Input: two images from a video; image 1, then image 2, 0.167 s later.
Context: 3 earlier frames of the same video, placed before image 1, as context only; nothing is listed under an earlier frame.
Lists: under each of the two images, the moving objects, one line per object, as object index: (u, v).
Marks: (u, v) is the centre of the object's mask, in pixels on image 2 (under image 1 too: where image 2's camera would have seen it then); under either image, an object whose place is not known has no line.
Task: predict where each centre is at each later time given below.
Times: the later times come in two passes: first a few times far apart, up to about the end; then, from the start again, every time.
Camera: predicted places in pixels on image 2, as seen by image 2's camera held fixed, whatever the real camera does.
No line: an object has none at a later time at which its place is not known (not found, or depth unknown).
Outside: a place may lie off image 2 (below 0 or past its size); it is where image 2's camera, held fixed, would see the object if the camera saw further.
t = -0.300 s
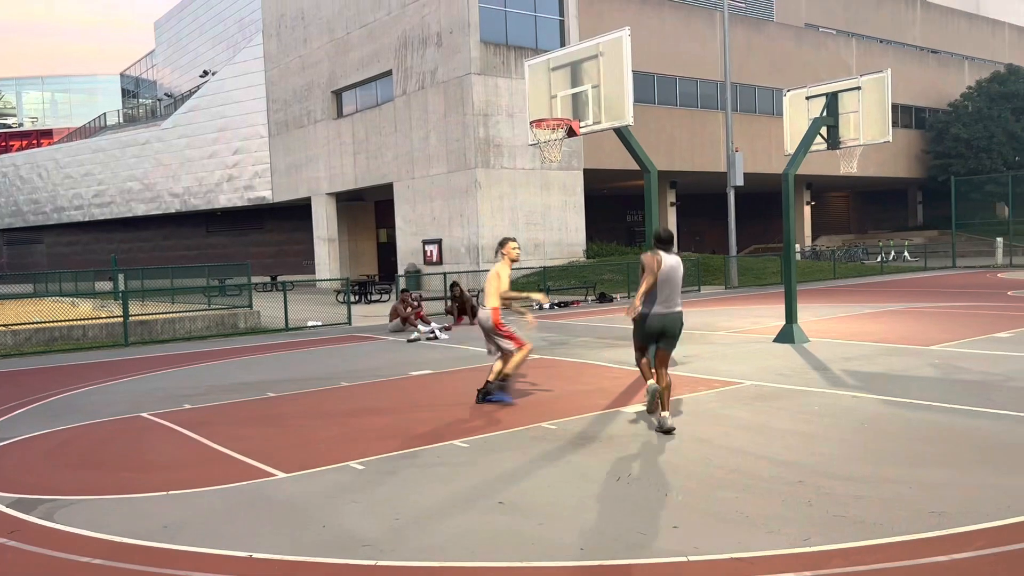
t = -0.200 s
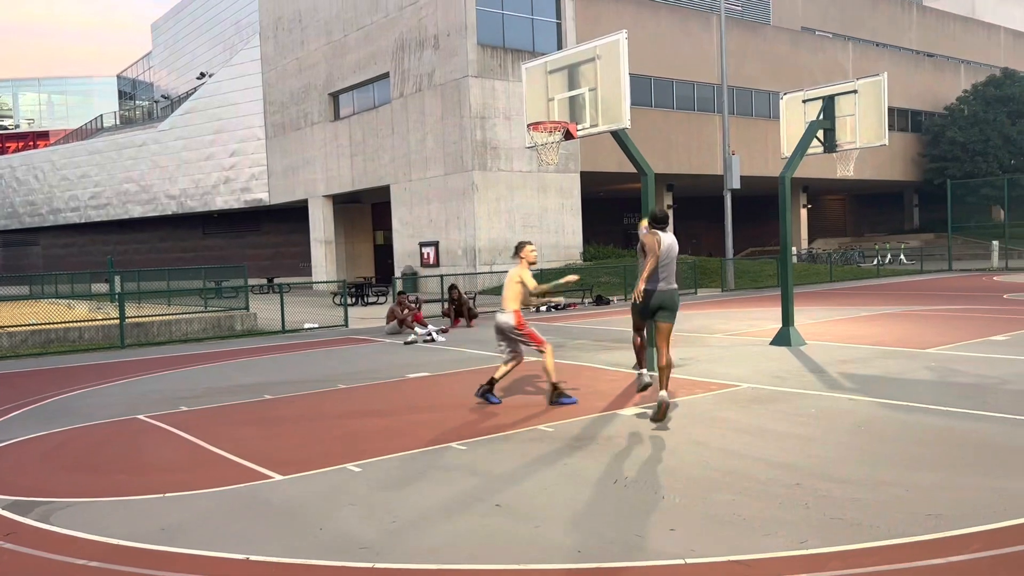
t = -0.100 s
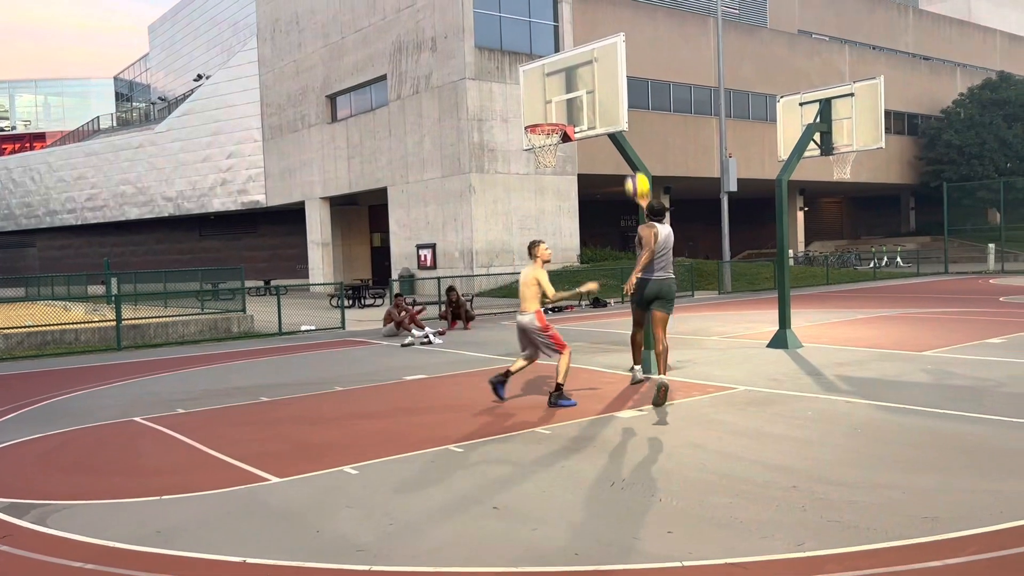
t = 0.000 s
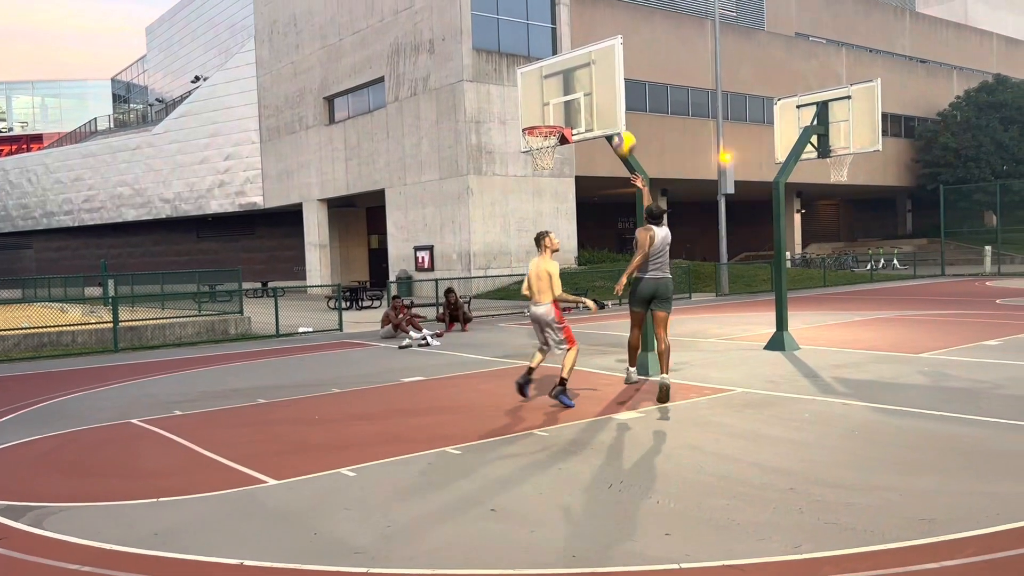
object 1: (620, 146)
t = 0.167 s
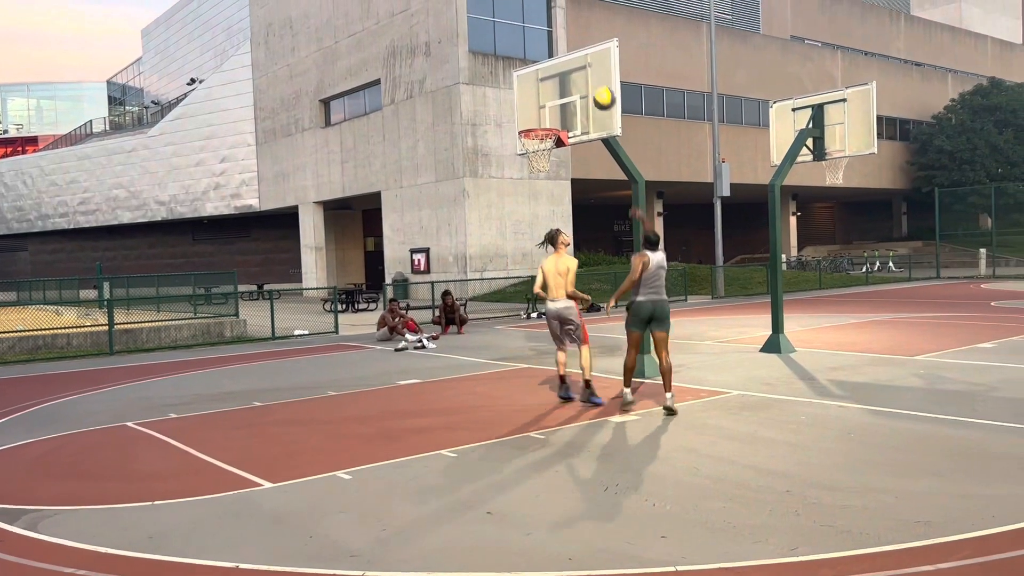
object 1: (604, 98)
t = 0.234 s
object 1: (599, 88)
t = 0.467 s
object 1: (581, 85)
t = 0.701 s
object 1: (550, 108)
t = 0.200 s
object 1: (602, 93)
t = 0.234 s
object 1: (599, 88)
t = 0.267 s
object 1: (596, 85)
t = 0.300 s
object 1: (593, 82)
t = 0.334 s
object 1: (591, 80)
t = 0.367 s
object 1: (588, 80)
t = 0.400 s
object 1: (586, 81)
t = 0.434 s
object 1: (584, 82)
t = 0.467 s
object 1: (581, 85)
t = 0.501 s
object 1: (577, 85)
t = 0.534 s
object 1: (572, 87)
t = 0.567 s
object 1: (567, 89)
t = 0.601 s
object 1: (563, 93)
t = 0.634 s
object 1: (559, 96)
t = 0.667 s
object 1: (555, 101)
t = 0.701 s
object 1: (550, 108)
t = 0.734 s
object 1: (546, 115)
